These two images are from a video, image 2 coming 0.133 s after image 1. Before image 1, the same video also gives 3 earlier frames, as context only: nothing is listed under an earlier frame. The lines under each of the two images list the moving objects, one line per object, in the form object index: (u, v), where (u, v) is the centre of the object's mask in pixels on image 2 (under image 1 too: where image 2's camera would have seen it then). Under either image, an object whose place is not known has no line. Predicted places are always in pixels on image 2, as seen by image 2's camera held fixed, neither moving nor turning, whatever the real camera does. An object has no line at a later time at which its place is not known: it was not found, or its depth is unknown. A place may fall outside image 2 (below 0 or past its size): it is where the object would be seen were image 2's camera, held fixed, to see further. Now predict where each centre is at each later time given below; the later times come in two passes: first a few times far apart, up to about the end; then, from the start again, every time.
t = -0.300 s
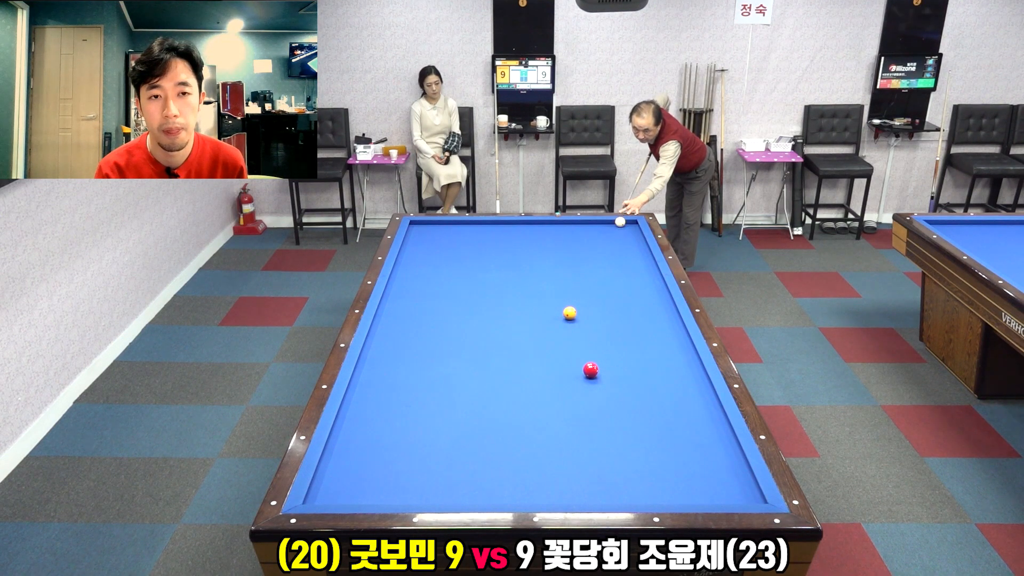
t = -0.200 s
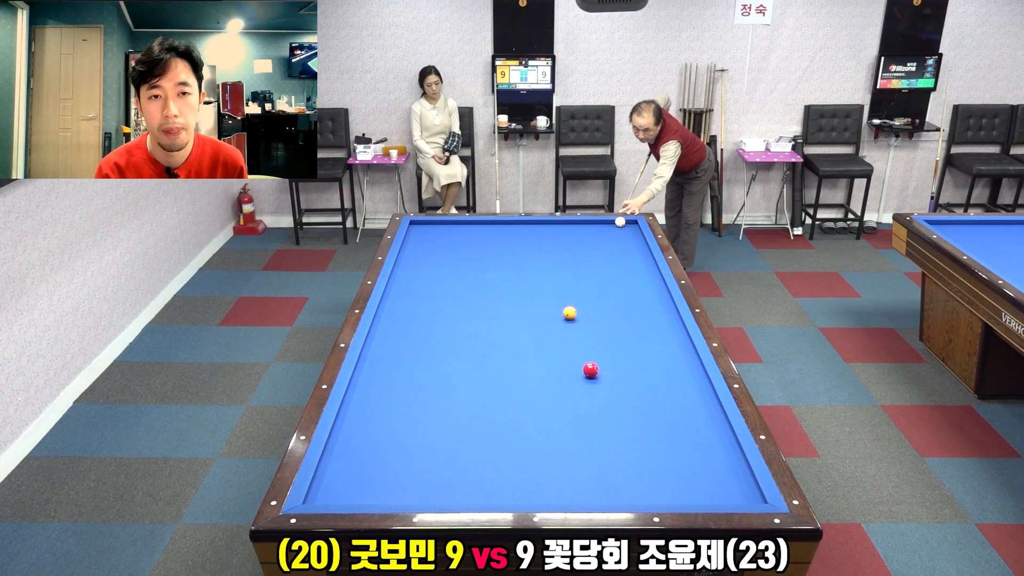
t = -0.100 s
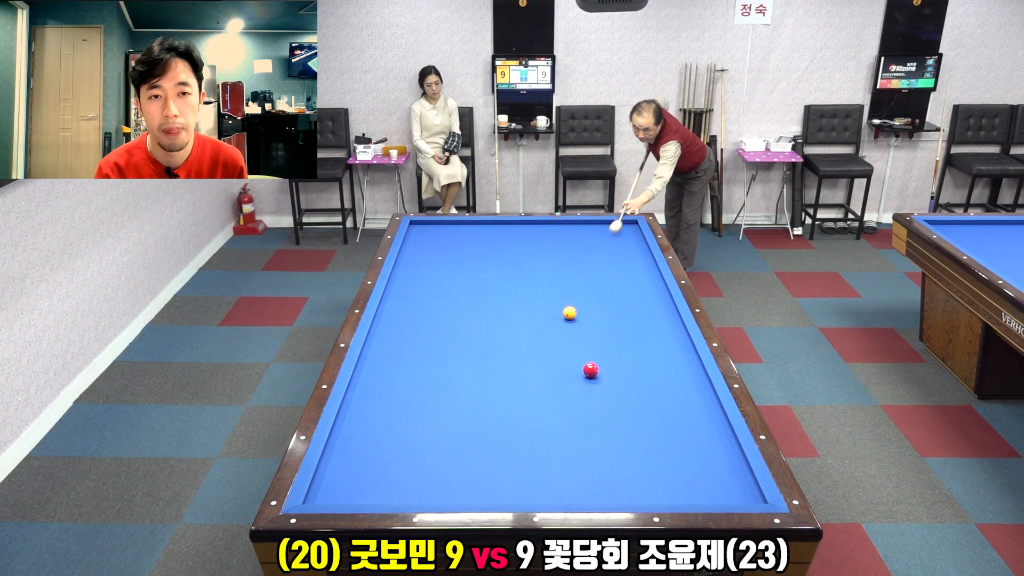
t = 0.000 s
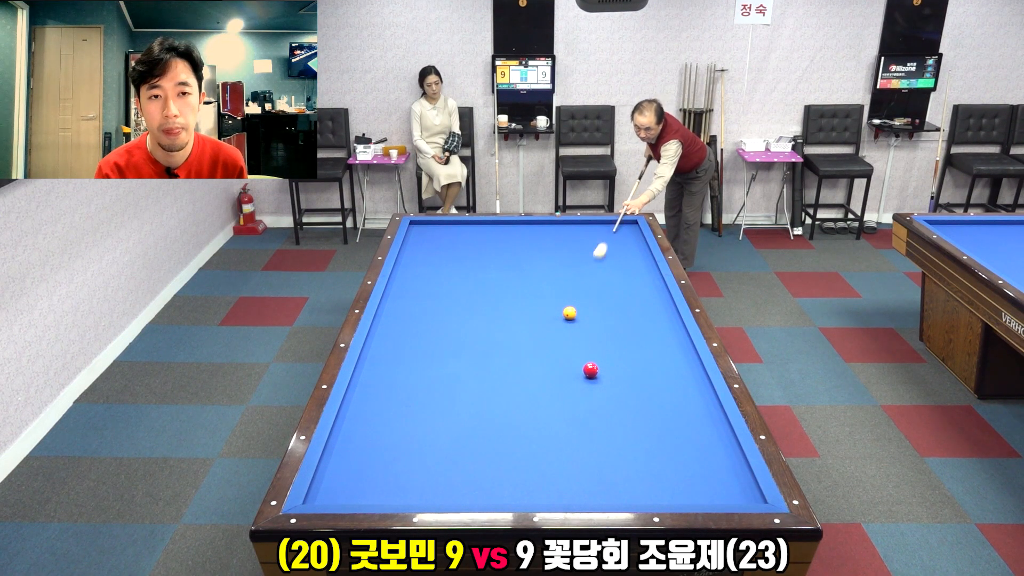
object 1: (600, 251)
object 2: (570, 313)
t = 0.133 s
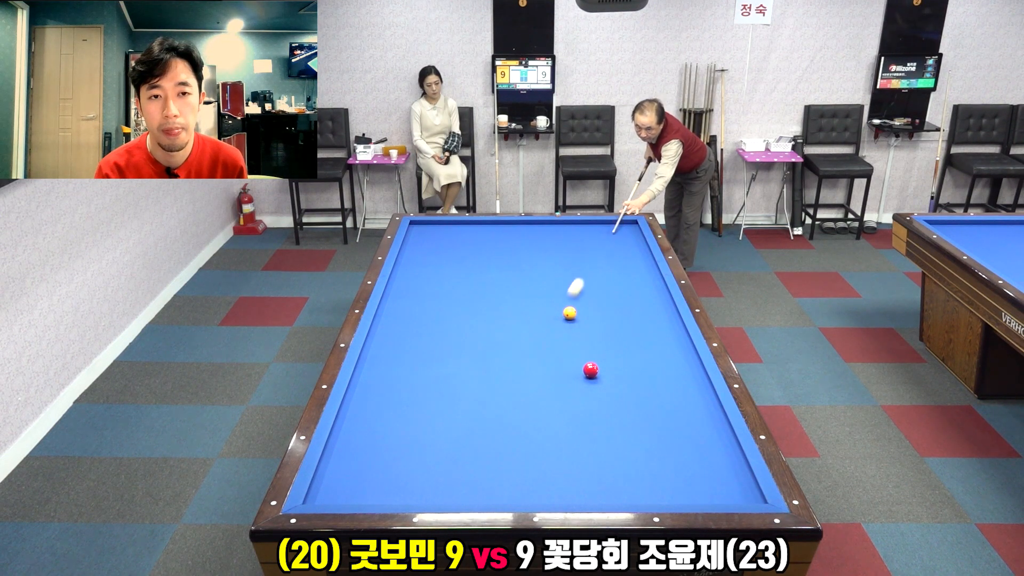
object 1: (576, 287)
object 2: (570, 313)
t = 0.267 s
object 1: (525, 318)
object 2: (591, 327)
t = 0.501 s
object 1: (400, 359)
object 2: (663, 378)
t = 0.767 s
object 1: (433, 399)
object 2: (713, 434)
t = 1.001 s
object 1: (505, 437)
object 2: (703, 485)
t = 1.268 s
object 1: (592, 489)
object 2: (655, 466)
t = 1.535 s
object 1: (654, 471)
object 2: (609, 434)
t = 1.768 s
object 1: (698, 447)
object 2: (573, 410)
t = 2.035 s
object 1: (708, 423)
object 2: (537, 385)
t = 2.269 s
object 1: (674, 403)
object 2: (508, 366)
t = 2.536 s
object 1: (638, 383)
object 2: (479, 347)
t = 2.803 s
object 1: (606, 365)
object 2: (453, 329)
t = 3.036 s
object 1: (580, 351)
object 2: (433, 315)
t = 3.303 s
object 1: (554, 336)
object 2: (412, 301)
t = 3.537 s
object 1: (532, 324)
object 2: (394, 289)
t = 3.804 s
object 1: (510, 312)
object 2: (404, 279)
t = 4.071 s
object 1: (489, 300)
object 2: (420, 270)
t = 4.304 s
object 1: (473, 291)
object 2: (432, 262)
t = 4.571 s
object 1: (455, 281)
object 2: (445, 254)
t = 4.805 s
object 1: (441, 273)
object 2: (456, 248)
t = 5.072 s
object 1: (426, 264)
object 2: (467, 241)
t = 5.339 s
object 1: (412, 257)
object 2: (478, 234)
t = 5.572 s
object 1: (406, 251)
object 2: (487, 229)
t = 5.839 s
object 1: (416, 245)
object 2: (496, 223)
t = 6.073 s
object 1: (424, 241)
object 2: (504, 224)
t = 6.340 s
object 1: (432, 236)
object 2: (512, 227)
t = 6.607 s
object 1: (440, 232)
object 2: (521, 230)
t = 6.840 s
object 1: (446, 228)
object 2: (528, 232)
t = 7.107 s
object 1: (453, 225)
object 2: (536, 235)
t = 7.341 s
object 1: (459, 222)
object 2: (543, 238)
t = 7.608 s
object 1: (462, 224)
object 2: (551, 240)
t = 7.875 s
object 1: (465, 226)
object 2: (559, 243)
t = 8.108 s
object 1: (468, 227)
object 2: (565, 245)
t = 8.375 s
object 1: (471, 229)
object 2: (572, 248)
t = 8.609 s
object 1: (474, 230)
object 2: (578, 250)
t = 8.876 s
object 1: (476, 232)
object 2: (585, 252)
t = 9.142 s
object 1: (479, 233)
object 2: (591, 254)
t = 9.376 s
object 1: (481, 234)
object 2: (596, 256)
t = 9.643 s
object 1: (483, 235)
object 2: (602, 258)
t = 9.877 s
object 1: (484, 236)
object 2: (606, 260)
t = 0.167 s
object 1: (569, 298)
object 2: (570, 313)
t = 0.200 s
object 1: (555, 309)
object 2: (572, 314)
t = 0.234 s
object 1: (542, 313)
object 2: (581, 320)
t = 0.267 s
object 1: (525, 318)
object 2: (591, 327)
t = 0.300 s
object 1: (508, 323)
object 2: (601, 334)
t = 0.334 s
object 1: (490, 328)
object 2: (611, 341)
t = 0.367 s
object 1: (473, 333)
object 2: (621, 349)
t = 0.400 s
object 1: (455, 339)
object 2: (632, 356)
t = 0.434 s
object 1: (437, 345)
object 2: (642, 363)
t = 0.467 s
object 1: (419, 352)
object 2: (653, 370)
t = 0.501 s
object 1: (400, 359)
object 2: (663, 378)
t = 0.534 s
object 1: (381, 365)
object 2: (674, 385)
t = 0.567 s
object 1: (364, 372)
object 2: (684, 393)
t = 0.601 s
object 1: (370, 377)
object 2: (694, 400)
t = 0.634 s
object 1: (384, 382)
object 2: (705, 407)
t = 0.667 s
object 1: (396, 386)
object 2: (715, 415)
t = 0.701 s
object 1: (409, 390)
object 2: (719, 422)
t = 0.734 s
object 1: (421, 395)
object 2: (716, 428)
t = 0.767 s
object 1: (433, 399)
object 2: (713, 434)
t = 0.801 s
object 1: (445, 404)
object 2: (711, 441)
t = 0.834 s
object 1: (456, 409)
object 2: (710, 448)
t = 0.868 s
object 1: (466, 415)
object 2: (709, 455)
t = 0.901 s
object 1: (476, 420)
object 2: (707, 462)
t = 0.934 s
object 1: (486, 425)
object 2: (706, 470)
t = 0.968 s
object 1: (496, 431)
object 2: (704, 478)
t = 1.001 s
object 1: (505, 437)
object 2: (703, 485)
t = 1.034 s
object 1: (515, 443)
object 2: (701, 493)
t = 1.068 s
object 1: (526, 449)
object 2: (697, 495)
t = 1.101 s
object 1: (536, 455)
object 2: (689, 491)
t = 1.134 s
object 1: (547, 462)
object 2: (682, 485)
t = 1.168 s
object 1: (558, 468)
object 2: (674, 479)
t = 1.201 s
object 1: (569, 475)
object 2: (668, 475)
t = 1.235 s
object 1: (580, 481)
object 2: (662, 470)
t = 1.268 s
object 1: (592, 489)
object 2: (655, 466)
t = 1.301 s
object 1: (604, 494)
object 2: (649, 462)
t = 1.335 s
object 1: (614, 495)
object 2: (643, 457)
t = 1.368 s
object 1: (621, 492)
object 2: (637, 454)
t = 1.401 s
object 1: (628, 487)
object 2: (631, 450)
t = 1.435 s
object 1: (634, 482)
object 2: (625, 445)
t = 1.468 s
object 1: (641, 478)
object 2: (620, 442)
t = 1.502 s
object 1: (648, 475)
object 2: (614, 438)
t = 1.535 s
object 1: (654, 471)
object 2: (609, 434)
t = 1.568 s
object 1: (661, 468)
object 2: (603, 431)
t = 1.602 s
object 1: (668, 464)
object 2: (598, 427)
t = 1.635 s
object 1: (674, 460)
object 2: (593, 423)
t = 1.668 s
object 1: (680, 457)
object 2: (587, 420)
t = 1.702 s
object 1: (686, 454)
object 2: (583, 417)
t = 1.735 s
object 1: (692, 451)
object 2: (578, 413)
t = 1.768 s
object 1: (698, 447)
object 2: (573, 410)
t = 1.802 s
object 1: (704, 444)
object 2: (568, 407)
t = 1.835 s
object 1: (710, 441)
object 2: (563, 403)
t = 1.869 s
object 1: (715, 438)
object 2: (559, 400)
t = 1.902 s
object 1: (721, 435)
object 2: (554, 397)
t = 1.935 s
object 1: (725, 432)
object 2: (550, 394)
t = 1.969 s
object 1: (720, 429)
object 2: (545, 391)
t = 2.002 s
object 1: (714, 426)
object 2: (541, 388)
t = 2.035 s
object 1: (708, 423)
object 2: (537, 385)
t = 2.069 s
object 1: (703, 420)
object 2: (532, 382)
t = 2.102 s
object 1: (698, 417)
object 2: (528, 379)
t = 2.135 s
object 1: (693, 415)
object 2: (524, 377)
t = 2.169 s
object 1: (688, 412)
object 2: (520, 374)
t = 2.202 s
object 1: (683, 409)
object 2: (516, 371)
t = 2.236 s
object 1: (678, 406)
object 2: (512, 369)
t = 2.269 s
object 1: (674, 403)
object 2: (508, 366)
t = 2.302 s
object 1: (669, 401)
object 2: (505, 364)
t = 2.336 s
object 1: (664, 398)
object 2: (501, 361)
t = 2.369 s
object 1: (660, 396)
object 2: (497, 358)
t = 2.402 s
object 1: (655, 393)
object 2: (493, 356)
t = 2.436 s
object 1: (651, 391)
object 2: (490, 354)
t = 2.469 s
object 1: (646, 388)
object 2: (486, 351)
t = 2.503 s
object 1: (642, 386)
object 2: (483, 349)
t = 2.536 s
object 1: (638, 383)
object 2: (479, 347)
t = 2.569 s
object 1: (634, 381)
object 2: (476, 344)
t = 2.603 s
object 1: (629, 379)
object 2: (473, 342)
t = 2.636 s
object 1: (626, 376)
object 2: (469, 340)
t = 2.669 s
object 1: (621, 374)
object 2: (466, 338)
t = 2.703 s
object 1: (618, 372)
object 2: (463, 335)
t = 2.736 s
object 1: (614, 370)
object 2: (460, 333)
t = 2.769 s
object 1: (610, 368)
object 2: (456, 331)
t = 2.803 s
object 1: (606, 365)
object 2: (453, 329)
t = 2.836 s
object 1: (602, 363)
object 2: (450, 327)
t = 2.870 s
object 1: (599, 360)
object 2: (447, 325)
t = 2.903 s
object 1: (595, 358)
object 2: (445, 323)
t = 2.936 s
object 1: (591, 356)
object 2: (442, 321)
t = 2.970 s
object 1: (587, 355)
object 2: (439, 319)
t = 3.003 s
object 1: (584, 353)
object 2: (436, 317)
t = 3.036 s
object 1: (580, 351)
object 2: (433, 315)
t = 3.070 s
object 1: (577, 349)
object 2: (430, 313)
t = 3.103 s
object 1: (574, 347)
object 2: (427, 311)
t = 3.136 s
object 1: (570, 345)
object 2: (425, 310)
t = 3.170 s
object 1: (567, 343)
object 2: (422, 308)
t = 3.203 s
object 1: (563, 341)
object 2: (419, 306)
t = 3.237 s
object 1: (560, 340)
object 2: (417, 304)
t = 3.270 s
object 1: (557, 338)
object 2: (414, 303)
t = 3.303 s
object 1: (554, 336)
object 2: (412, 301)
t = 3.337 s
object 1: (551, 334)
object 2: (409, 299)
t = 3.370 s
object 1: (547, 333)
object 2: (407, 297)
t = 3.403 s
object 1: (545, 331)
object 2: (404, 296)
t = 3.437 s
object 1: (541, 329)
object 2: (402, 294)
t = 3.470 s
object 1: (538, 327)
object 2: (399, 293)
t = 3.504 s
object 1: (535, 326)
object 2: (397, 291)
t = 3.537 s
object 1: (532, 324)
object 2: (394, 289)
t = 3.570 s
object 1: (530, 322)
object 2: (392, 287)
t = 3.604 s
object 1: (527, 321)
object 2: (392, 286)
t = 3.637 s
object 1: (524, 319)
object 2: (394, 285)
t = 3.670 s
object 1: (521, 318)
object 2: (396, 284)
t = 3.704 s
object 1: (518, 316)
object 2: (399, 282)
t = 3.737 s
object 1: (516, 315)
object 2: (400, 281)
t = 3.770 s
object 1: (513, 313)
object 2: (402, 280)
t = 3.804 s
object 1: (510, 312)
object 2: (404, 279)
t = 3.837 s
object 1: (507, 310)
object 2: (406, 278)
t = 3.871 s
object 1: (505, 309)
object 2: (408, 276)
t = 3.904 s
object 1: (502, 307)
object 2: (410, 275)
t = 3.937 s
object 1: (500, 306)
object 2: (412, 274)
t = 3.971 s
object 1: (497, 304)
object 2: (414, 273)
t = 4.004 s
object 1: (494, 303)
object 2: (416, 272)
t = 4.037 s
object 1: (492, 301)
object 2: (418, 271)
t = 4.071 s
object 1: (489, 300)
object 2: (420, 270)
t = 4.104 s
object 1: (487, 299)
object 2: (421, 269)
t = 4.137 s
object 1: (485, 297)
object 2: (423, 267)
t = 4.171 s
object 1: (482, 296)
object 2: (425, 266)
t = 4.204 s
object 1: (480, 295)
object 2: (427, 265)
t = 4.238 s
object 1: (478, 293)
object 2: (429, 264)
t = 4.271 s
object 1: (475, 292)
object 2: (430, 263)
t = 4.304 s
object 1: (473, 291)
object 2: (432, 262)
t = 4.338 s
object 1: (471, 289)
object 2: (434, 261)
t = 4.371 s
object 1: (468, 288)
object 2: (435, 260)
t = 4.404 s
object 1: (466, 287)
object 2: (437, 259)
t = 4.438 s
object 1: (464, 286)
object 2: (439, 258)
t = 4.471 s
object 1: (462, 284)
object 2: (440, 257)
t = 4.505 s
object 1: (460, 283)
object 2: (442, 256)
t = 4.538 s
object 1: (457, 282)
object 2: (443, 255)
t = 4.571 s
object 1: (455, 281)
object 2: (445, 254)
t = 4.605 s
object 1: (453, 280)
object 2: (447, 253)
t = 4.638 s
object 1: (451, 279)
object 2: (448, 252)
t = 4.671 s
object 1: (449, 277)
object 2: (450, 251)
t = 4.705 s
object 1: (447, 276)
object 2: (451, 251)
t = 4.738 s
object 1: (445, 275)
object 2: (453, 250)
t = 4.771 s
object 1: (443, 274)
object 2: (454, 249)
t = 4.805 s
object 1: (441, 273)
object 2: (456, 248)
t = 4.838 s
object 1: (439, 272)
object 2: (457, 247)
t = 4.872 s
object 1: (437, 271)
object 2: (459, 246)
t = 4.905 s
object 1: (435, 270)
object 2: (460, 245)
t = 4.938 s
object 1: (433, 269)
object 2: (462, 244)
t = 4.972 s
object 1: (431, 268)
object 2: (463, 243)
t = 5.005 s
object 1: (429, 266)
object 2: (464, 242)
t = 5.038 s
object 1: (428, 266)
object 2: (466, 242)
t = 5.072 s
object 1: (426, 264)
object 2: (467, 241)
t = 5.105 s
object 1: (424, 263)
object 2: (469, 240)
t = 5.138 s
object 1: (422, 262)
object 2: (470, 239)
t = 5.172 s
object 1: (420, 262)
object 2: (471, 238)
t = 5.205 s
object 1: (419, 260)
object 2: (473, 238)
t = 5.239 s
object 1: (417, 260)
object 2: (474, 237)
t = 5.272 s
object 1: (415, 259)
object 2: (475, 236)
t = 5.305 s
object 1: (413, 258)
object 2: (477, 235)
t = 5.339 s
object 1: (412, 257)
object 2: (478, 234)
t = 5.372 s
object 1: (410, 256)
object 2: (479, 234)
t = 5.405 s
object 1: (408, 255)
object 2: (480, 233)
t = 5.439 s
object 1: (407, 254)
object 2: (482, 232)
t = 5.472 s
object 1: (405, 253)
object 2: (483, 231)
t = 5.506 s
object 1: (404, 252)
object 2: (484, 231)
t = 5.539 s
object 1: (405, 251)
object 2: (485, 230)
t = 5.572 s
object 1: (406, 251)
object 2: (487, 229)
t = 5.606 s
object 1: (408, 250)
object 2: (488, 228)
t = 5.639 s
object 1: (409, 249)
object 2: (489, 228)
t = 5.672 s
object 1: (410, 249)
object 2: (490, 227)
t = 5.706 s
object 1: (411, 248)
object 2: (491, 226)
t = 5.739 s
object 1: (412, 247)
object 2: (493, 226)
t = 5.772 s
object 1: (413, 247)
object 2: (494, 225)
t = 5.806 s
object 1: (415, 246)
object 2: (495, 224)
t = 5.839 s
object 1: (416, 245)
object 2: (496, 223)
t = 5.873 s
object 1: (417, 245)
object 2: (497, 223)
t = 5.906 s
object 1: (418, 244)
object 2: (498, 222)
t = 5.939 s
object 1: (419, 243)
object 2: (500, 222)
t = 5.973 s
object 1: (420, 243)
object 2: (501, 222)
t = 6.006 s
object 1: (421, 242)
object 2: (502, 223)
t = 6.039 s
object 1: (423, 242)
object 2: (503, 223)
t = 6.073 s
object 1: (424, 241)
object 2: (504, 224)
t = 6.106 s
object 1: (425, 240)
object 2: (505, 224)
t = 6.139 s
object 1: (426, 240)
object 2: (506, 224)
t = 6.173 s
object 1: (427, 239)
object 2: (507, 225)
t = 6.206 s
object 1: (428, 239)
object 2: (508, 225)
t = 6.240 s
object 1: (429, 238)
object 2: (509, 226)
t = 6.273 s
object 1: (430, 237)
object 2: (510, 226)
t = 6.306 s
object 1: (431, 237)
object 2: (511, 226)
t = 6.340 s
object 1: (432, 236)
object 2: (512, 227)
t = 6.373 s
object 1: (433, 236)
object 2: (513, 227)
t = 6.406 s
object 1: (434, 235)
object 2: (514, 228)
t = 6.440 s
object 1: (435, 235)
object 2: (515, 228)
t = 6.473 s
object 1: (436, 234)
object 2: (517, 228)
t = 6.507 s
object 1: (437, 233)
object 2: (518, 229)
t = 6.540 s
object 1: (438, 233)
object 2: (519, 229)
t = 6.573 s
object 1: (439, 233)
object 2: (520, 229)
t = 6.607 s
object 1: (440, 232)
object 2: (521, 230)
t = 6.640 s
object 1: (441, 232)
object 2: (522, 230)
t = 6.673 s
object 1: (442, 231)
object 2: (523, 231)
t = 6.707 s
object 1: (442, 231)
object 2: (524, 231)
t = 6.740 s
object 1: (443, 230)
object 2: (525, 231)
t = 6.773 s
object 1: (444, 229)
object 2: (526, 232)
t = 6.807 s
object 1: (445, 229)
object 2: (527, 232)
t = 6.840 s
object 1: (446, 228)
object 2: (528, 232)
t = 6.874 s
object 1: (447, 228)
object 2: (529, 233)
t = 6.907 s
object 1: (448, 227)
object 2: (530, 233)
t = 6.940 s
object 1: (449, 227)
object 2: (531, 233)
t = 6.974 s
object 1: (450, 226)
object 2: (532, 234)
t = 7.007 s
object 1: (451, 226)
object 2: (533, 234)
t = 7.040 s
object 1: (451, 225)
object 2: (534, 235)
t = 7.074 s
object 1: (453, 225)
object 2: (535, 235)
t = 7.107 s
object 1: (453, 225)
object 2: (536, 235)
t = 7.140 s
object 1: (454, 224)
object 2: (537, 236)
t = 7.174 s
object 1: (455, 223)
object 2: (538, 236)
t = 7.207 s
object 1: (456, 223)
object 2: (539, 236)
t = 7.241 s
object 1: (457, 222)
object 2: (540, 237)
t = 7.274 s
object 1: (458, 222)
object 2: (541, 237)
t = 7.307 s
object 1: (458, 222)
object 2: (542, 237)
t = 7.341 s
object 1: (459, 222)
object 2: (543, 238)
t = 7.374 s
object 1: (459, 222)
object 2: (544, 238)
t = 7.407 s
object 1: (460, 222)
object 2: (545, 238)
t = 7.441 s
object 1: (460, 223)
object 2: (546, 239)
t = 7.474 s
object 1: (460, 223)
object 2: (547, 239)
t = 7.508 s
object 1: (461, 223)
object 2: (548, 239)
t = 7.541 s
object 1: (461, 224)
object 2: (549, 240)
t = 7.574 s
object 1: (462, 224)
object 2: (550, 240)
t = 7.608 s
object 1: (462, 224)
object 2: (551, 240)
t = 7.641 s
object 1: (463, 224)
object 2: (552, 241)
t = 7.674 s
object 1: (463, 225)
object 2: (553, 241)
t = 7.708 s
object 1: (463, 225)
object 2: (554, 241)
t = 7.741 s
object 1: (464, 225)
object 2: (555, 242)
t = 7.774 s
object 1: (464, 225)
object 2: (556, 242)
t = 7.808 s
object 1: (465, 226)
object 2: (557, 242)
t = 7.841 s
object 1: (465, 226)
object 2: (558, 243)
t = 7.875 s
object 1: (465, 226)
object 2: (559, 243)
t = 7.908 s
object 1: (466, 226)
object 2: (560, 243)
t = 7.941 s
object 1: (466, 226)
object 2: (561, 244)
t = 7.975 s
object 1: (467, 226)
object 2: (561, 244)
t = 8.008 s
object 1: (467, 227)
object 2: (562, 244)
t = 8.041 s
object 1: (467, 227)
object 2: (563, 245)
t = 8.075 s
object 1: (468, 227)
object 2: (564, 245)
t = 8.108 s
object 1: (468, 227)
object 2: (565, 245)
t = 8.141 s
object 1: (469, 228)
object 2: (566, 246)
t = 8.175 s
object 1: (469, 228)
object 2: (567, 246)
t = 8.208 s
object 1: (469, 228)
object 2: (568, 246)
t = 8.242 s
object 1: (470, 228)
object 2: (569, 246)
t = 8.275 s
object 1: (470, 228)
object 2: (570, 247)
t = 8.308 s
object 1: (470, 229)
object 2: (571, 247)
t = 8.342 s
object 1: (471, 229)
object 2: (571, 248)
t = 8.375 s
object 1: (471, 229)
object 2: (572, 248)
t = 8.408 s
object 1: (472, 229)
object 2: (573, 248)
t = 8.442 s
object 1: (472, 229)
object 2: (574, 248)
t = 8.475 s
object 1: (472, 230)
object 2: (575, 249)
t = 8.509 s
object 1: (473, 230)
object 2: (576, 249)
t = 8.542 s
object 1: (473, 230)
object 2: (577, 249)
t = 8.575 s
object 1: (473, 230)
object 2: (577, 250)
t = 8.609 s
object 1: (474, 230)
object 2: (578, 250)
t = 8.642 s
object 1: (474, 231)
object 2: (579, 250)
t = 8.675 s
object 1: (474, 231)
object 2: (580, 250)
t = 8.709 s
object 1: (475, 231)
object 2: (581, 251)
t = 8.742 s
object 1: (475, 231)
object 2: (582, 251)
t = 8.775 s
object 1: (475, 231)
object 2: (582, 251)
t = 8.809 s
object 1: (476, 231)
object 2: (583, 252)
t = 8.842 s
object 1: (476, 232)
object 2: (584, 252)
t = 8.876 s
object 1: (476, 232)
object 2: (585, 252)
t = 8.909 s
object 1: (477, 232)
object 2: (586, 252)
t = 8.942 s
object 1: (477, 232)
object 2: (586, 253)
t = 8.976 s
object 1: (477, 232)
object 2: (587, 253)
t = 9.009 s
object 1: (478, 232)
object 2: (588, 253)
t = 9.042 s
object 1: (478, 233)
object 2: (589, 254)
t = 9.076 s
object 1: (478, 233)
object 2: (589, 254)
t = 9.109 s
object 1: (479, 233)
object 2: (590, 254)
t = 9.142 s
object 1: (479, 233)
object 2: (591, 254)
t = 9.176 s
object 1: (479, 233)
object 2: (592, 255)
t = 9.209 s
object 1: (479, 233)
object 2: (592, 255)
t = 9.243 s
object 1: (480, 234)
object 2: (593, 255)
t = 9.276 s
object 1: (480, 234)
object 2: (594, 256)
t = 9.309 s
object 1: (480, 234)
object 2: (595, 256)
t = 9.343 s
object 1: (480, 234)
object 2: (595, 256)
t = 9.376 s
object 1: (481, 234)
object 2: (596, 256)
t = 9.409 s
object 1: (481, 234)
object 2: (597, 257)
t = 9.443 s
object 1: (481, 235)
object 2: (598, 257)
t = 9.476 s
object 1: (482, 234)
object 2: (598, 257)
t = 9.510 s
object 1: (482, 235)
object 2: (599, 257)
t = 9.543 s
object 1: (482, 235)
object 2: (600, 258)
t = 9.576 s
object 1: (482, 235)
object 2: (600, 258)
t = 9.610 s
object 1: (483, 235)
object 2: (601, 258)
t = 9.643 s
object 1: (483, 235)
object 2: (602, 258)
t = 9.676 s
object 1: (483, 235)
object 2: (603, 258)
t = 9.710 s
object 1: (483, 236)
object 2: (603, 259)
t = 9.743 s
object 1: (484, 236)
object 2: (604, 259)
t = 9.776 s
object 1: (484, 236)
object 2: (604, 259)
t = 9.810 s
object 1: (484, 236)
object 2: (605, 259)
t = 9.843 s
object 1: (484, 236)
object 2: (606, 260)
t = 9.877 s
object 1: (484, 236)
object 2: (606, 260)
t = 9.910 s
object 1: (485, 236)
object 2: (607, 260)
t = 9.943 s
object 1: (485, 236)
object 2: (608, 260)
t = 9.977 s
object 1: (485, 236)
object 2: (608, 261)
